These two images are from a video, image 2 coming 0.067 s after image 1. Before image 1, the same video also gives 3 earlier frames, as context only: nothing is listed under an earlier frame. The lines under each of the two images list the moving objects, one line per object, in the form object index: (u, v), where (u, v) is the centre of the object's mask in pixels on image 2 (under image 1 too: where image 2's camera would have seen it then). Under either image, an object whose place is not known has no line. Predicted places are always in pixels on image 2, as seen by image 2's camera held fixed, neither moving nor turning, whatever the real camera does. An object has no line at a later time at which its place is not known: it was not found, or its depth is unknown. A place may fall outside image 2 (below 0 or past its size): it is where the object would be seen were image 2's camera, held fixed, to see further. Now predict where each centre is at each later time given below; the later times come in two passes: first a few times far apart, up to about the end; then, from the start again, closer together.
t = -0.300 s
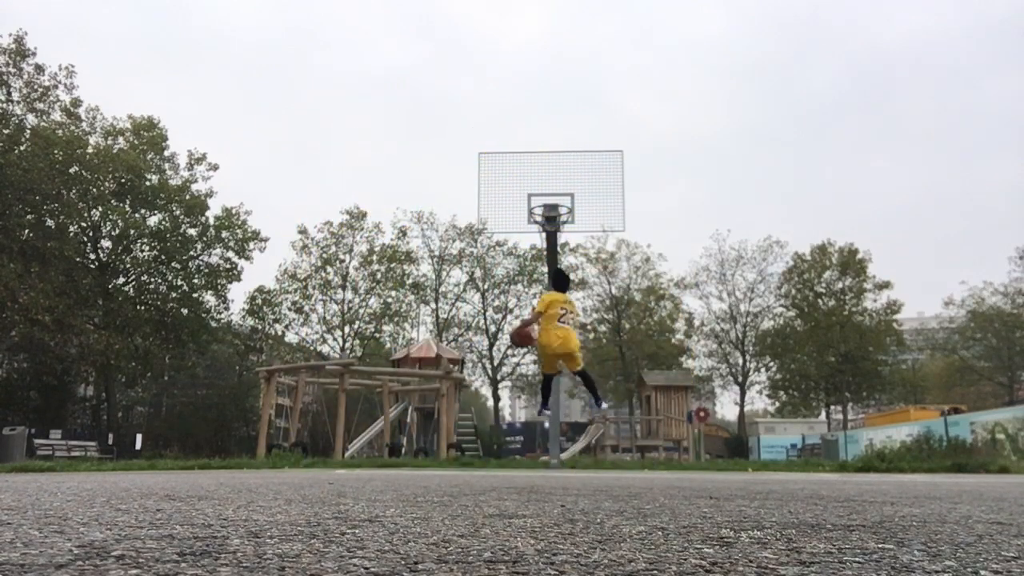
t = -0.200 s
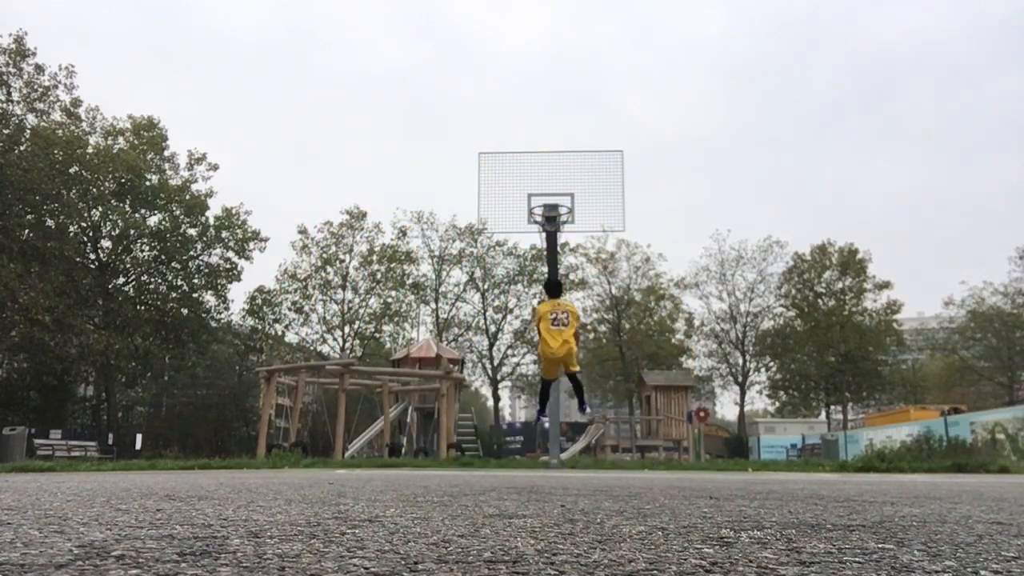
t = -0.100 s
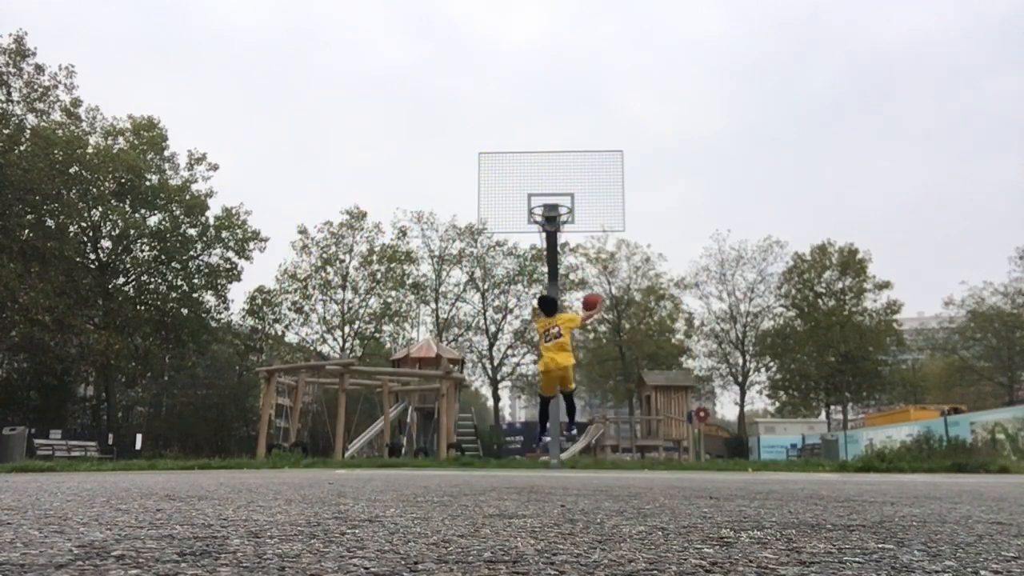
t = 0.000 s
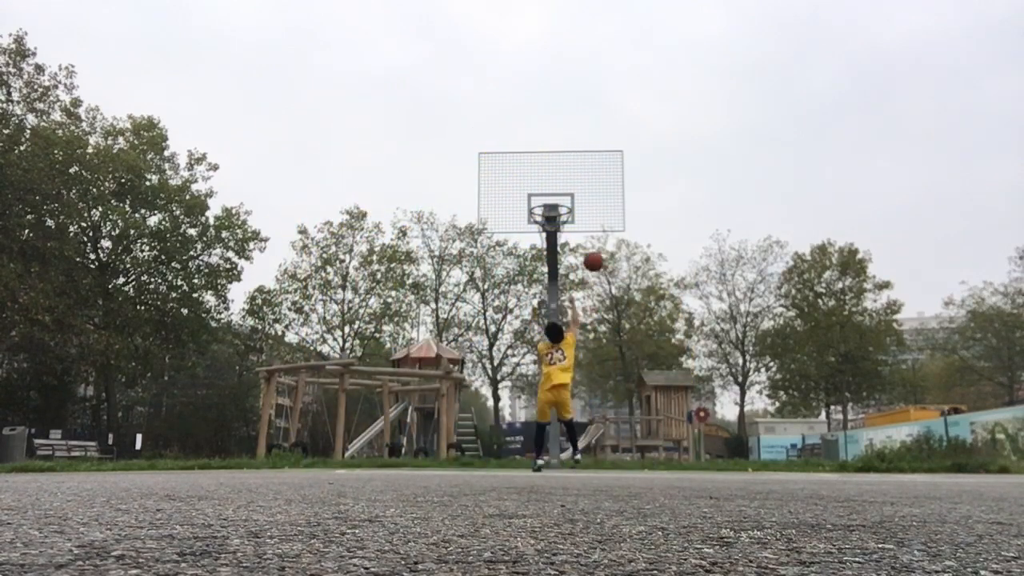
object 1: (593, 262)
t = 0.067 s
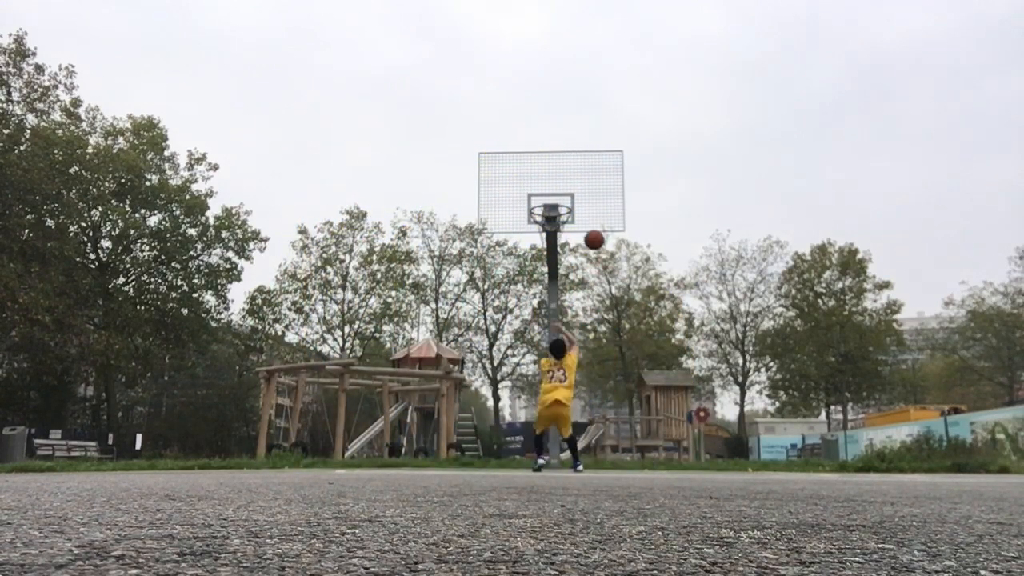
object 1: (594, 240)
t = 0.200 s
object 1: (595, 208)
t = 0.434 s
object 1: (587, 190)
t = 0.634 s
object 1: (578, 199)
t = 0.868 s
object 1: (607, 195)
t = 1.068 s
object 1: (634, 225)
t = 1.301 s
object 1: (667, 303)
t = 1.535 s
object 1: (704, 434)
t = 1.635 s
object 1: (716, 436)
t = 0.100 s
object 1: (594, 230)
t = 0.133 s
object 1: (594, 222)
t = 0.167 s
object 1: (594, 215)
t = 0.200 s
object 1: (595, 208)
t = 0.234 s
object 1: (595, 203)
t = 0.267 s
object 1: (595, 199)
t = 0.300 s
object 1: (596, 195)
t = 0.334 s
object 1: (595, 192)
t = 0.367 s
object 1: (592, 191)
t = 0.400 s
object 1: (590, 190)
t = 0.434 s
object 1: (587, 190)
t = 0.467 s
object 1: (585, 190)
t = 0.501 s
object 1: (582, 192)
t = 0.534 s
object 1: (580, 194)
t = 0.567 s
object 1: (577, 198)
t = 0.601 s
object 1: (575, 201)
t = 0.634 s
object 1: (578, 199)
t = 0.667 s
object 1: (582, 196)
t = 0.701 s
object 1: (586, 194)
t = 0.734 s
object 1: (590, 192)
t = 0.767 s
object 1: (595, 192)
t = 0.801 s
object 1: (599, 192)
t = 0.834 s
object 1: (603, 193)
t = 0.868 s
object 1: (607, 195)
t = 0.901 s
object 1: (612, 198)
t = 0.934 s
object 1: (616, 201)
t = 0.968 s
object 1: (620, 206)
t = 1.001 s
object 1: (625, 211)
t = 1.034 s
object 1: (629, 218)
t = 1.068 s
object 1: (634, 225)
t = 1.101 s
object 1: (639, 234)
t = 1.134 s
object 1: (643, 243)
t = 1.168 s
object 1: (648, 253)
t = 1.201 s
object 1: (652, 265)
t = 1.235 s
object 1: (657, 277)
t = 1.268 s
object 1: (662, 290)
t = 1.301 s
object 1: (667, 303)
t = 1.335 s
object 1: (671, 320)
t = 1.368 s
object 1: (677, 336)
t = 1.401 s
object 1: (682, 354)
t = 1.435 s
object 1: (687, 372)
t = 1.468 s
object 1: (693, 391)
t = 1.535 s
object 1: (704, 434)
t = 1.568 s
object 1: (710, 457)
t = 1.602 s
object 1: (714, 453)
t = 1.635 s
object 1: (716, 436)
